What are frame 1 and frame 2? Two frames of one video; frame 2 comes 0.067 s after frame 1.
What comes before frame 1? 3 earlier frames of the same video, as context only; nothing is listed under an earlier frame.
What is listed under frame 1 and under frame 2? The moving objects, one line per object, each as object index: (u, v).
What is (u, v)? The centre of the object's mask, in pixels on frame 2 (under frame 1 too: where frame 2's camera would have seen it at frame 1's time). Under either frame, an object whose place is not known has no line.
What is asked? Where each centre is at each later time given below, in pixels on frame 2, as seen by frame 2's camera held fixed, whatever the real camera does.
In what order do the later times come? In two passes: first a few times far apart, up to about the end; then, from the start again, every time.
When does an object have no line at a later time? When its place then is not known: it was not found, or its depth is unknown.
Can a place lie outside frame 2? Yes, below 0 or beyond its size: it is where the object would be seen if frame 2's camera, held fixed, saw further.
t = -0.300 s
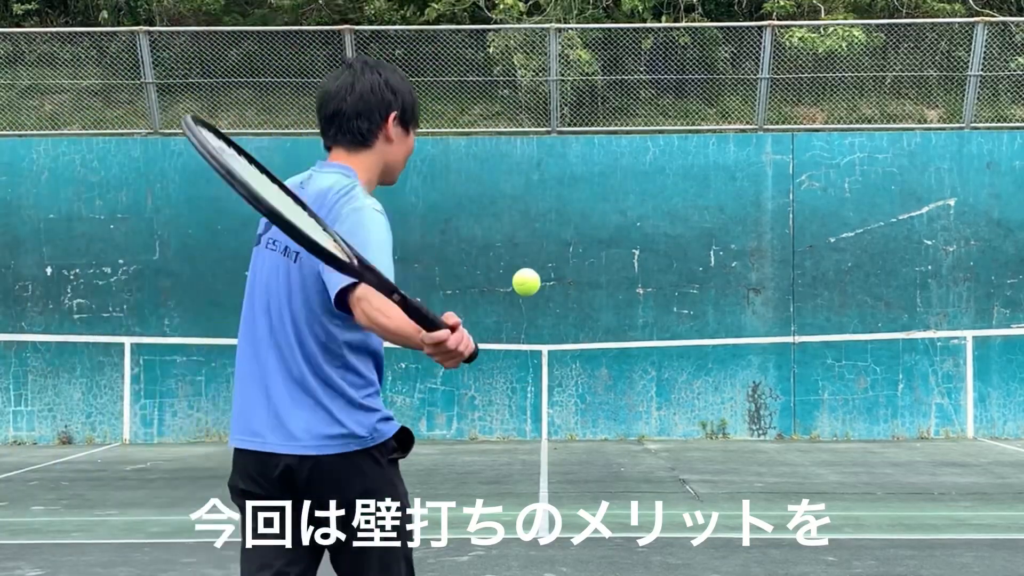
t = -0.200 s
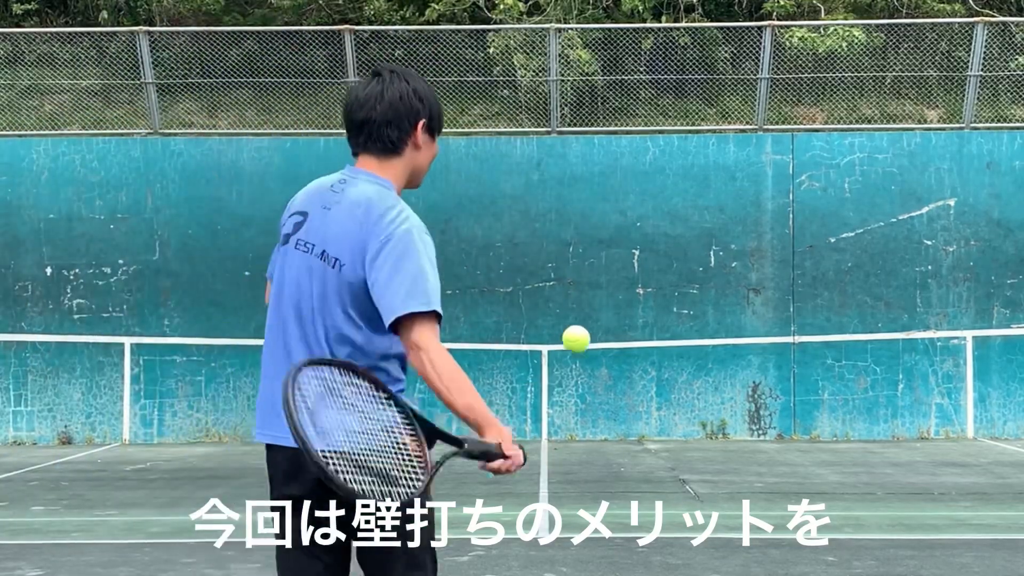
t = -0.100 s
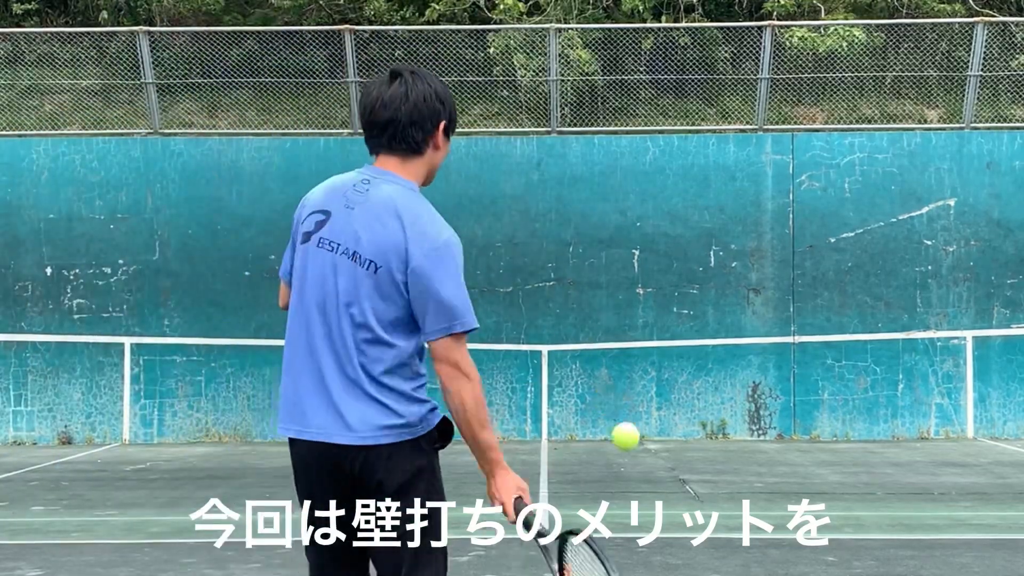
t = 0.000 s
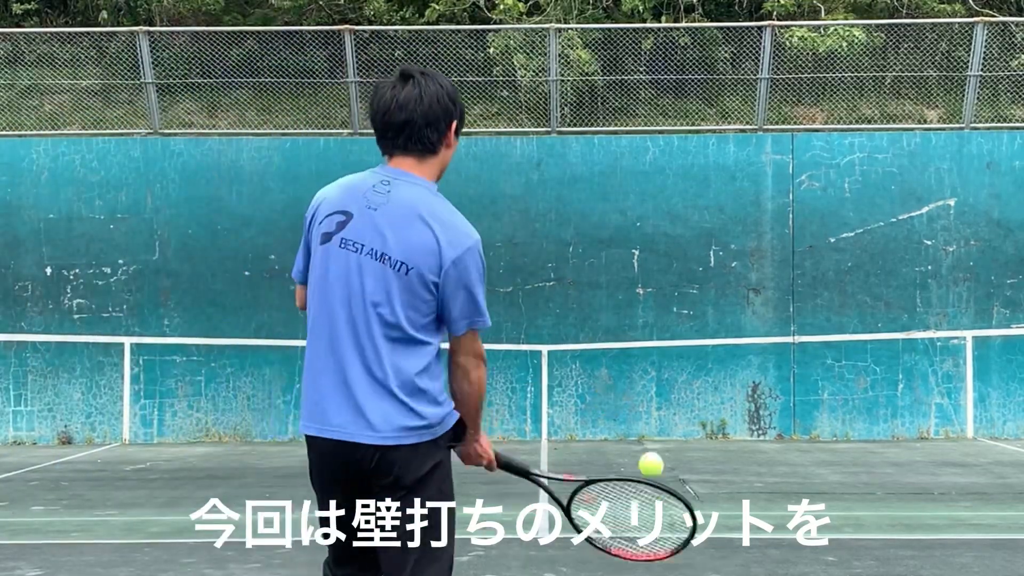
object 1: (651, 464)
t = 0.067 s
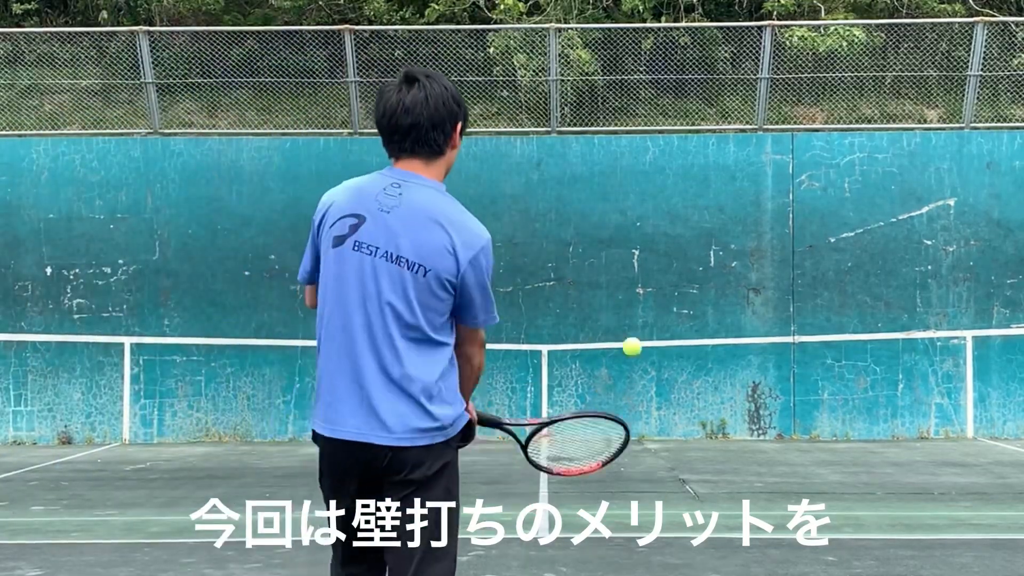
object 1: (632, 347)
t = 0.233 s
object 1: (611, 238)
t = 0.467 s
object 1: (603, 229)
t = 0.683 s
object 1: (601, 257)
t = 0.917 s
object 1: (602, 304)
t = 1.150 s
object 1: (607, 458)
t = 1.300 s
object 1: (608, 431)
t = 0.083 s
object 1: (628, 327)
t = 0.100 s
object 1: (625, 310)
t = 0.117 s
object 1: (623, 296)
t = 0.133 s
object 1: (621, 283)
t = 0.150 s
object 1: (619, 273)
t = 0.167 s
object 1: (617, 264)
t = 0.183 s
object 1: (615, 256)
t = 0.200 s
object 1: (614, 249)
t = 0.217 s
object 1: (612, 243)
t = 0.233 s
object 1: (611, 238)
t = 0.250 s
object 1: (610, 234)
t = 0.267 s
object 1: (609, 231)
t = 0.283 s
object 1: (608, 228)
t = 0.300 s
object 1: (607, 226)
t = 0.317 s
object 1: (607, 225)
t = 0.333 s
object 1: (606, 224)
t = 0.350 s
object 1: (605, 223)
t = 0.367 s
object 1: (605, 223)
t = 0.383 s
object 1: (605, 223)
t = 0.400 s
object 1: (604, 224)
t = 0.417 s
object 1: (604, 225)
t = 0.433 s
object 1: (603, 226)
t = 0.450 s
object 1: (603, 227)
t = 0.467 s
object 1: (603, 229)
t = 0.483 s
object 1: (603, 231)
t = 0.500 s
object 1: (603, 233)
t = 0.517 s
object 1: (602, 235)
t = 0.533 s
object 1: (602, 238)
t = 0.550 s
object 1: (602, 241)
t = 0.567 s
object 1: (602, 243)
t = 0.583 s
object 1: (602, 246)
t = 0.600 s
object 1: (602, 249)
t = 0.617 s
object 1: (602, 253)
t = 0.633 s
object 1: (601, 256)
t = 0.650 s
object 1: (601, 256)
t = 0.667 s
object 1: (601, 256)
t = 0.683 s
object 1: (601, 257)
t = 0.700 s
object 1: (601, 258)
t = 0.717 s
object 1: (601, 259)
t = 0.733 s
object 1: (601, 261)
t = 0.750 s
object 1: (601, 263)
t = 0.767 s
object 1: (601, 265)
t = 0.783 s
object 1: (601, 268)
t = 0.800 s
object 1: (601, 271)
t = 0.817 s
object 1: (601, 274)
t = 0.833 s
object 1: (601, 278)
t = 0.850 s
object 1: (601, 282)
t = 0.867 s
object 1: (601, 287)
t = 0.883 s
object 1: (601, 292)
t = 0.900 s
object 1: (602, 298)
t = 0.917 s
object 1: (602, 304)
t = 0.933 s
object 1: (602, 310)
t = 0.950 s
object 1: (602, 318)
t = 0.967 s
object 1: (602, 325)
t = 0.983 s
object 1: (602, 334)
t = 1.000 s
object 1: (602, 343)
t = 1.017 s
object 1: (603, 353)
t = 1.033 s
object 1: (603, 363)
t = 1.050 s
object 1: (603, 374)
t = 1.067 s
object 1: (604, 386)
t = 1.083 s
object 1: (604, 399)
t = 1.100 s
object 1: (605, 412)
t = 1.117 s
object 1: (605, 426)
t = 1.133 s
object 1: (606, 442)
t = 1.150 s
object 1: (607, 458)
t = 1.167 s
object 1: (607, 476)
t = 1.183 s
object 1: (608, 494)
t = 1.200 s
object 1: (609, 502)
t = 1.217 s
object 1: (608, 489)
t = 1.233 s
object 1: (608, 477)
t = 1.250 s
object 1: (608, 465)
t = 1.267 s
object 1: (608, 453)
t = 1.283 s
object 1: (608, 442)
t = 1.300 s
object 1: (608, 431)
